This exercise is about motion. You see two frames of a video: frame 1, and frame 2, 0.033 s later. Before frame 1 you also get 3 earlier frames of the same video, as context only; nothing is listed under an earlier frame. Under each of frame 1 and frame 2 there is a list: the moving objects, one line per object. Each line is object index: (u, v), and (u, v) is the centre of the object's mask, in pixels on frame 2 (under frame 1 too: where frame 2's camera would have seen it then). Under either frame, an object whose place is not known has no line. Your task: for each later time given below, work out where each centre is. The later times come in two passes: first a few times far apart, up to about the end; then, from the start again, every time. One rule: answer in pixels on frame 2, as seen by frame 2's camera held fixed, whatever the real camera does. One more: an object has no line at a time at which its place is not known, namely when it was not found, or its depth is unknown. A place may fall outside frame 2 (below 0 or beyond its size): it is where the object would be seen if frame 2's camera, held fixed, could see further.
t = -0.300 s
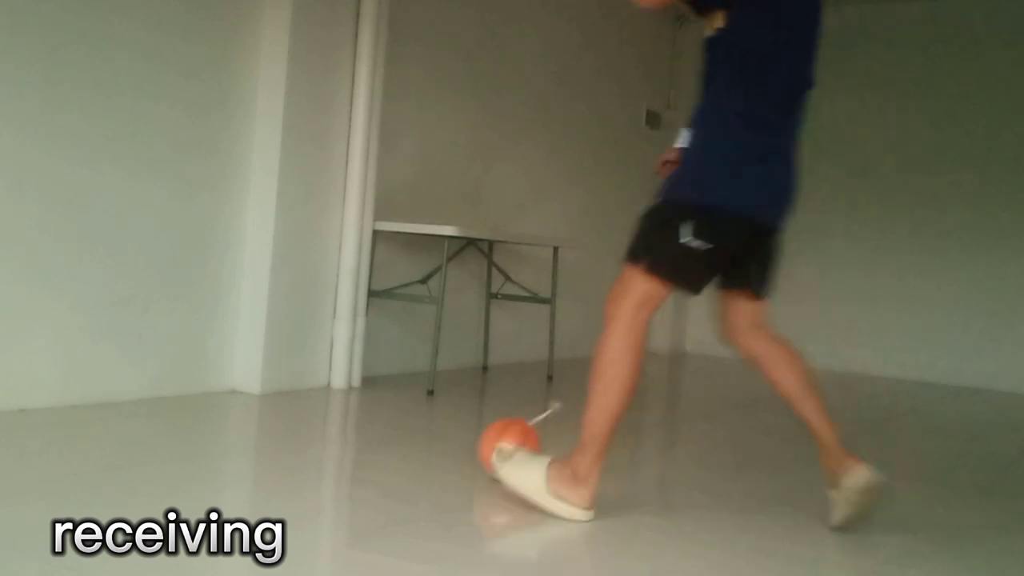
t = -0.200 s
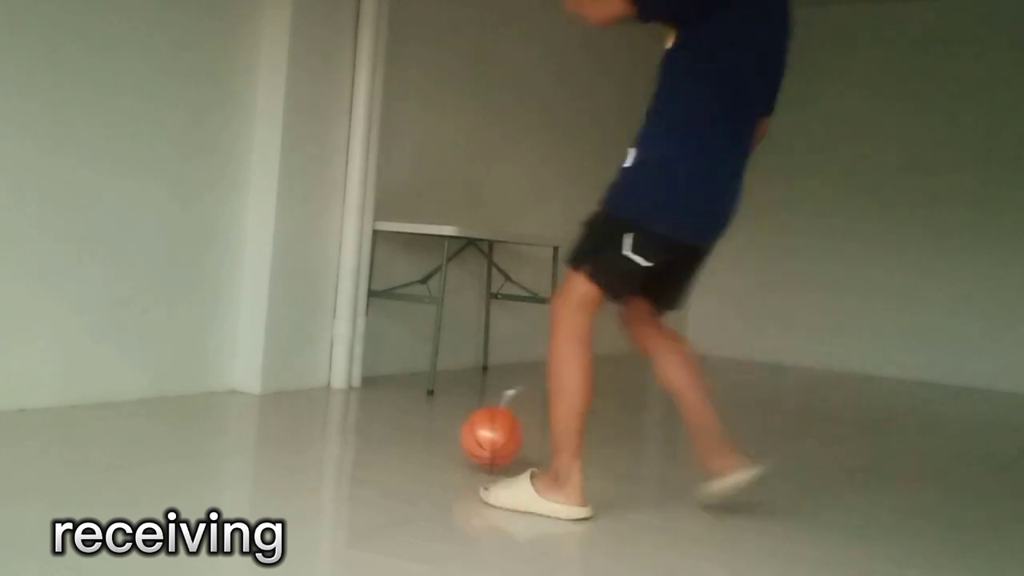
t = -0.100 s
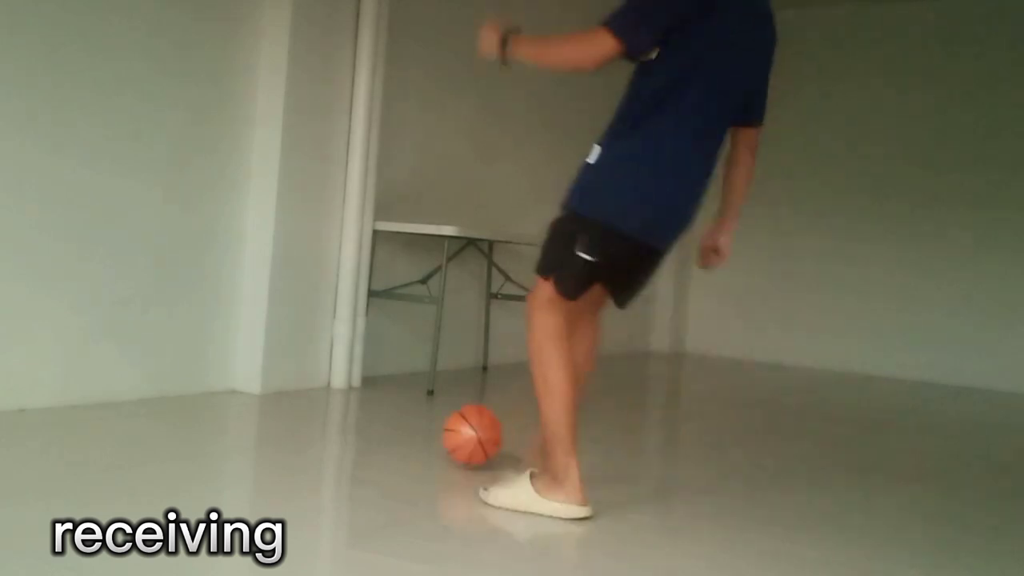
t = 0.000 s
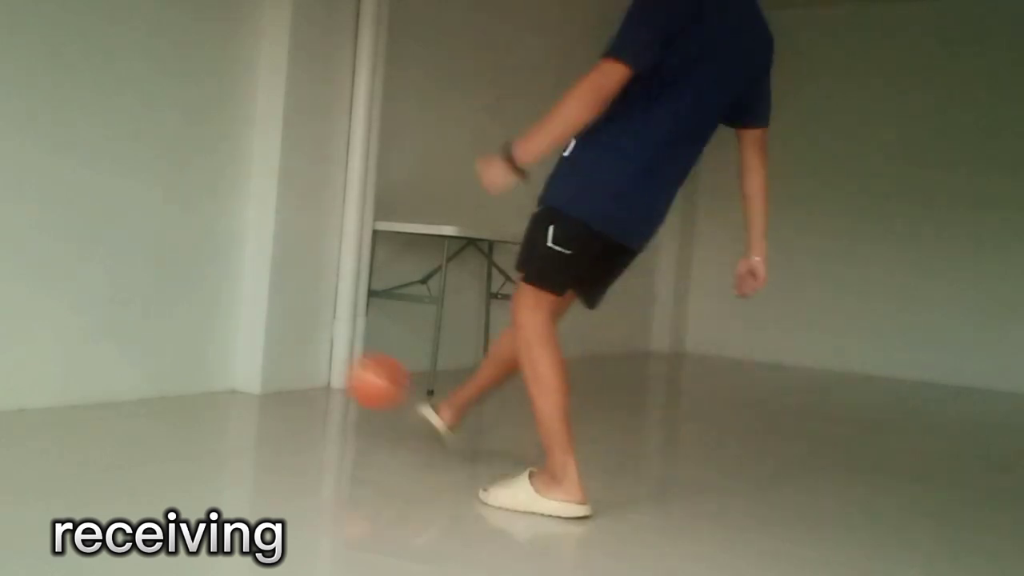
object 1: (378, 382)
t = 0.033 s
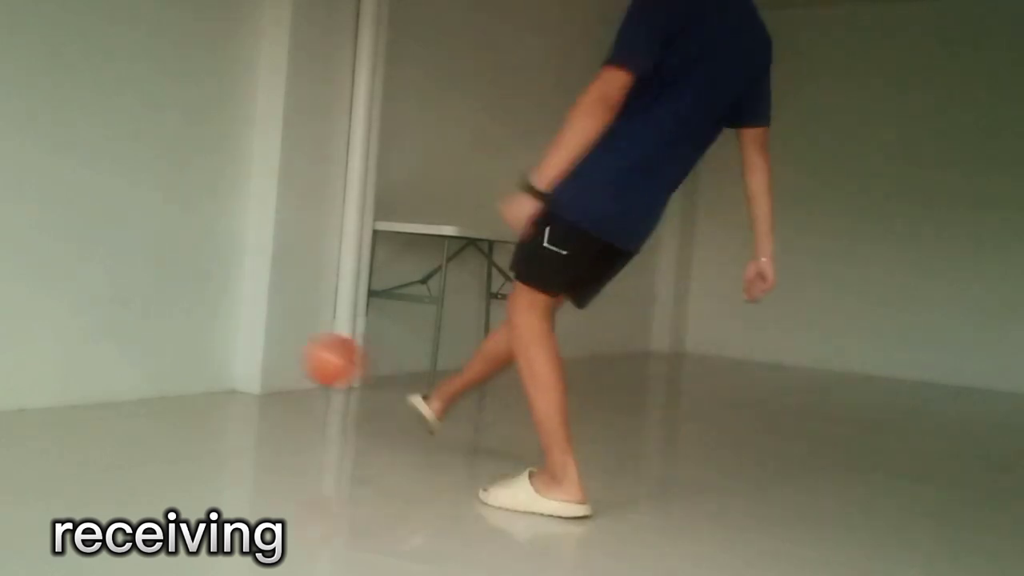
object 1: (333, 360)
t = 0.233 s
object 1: (126, 306)
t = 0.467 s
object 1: (308, 401)
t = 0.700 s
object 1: (440, 376)
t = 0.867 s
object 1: (518, 435)
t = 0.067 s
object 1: (292, 342)
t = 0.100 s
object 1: (254, 329)
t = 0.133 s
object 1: (216, 318)
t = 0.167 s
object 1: (181, 311)
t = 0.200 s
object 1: (147, 307)
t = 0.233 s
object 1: (126, 306)
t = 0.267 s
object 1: (150, 310)
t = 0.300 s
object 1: (176, 317)
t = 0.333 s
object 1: (200, 326)
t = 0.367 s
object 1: (227, 340)
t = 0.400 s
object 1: (254, 357)
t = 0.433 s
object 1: (281, 376)
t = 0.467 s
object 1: (308, 401)
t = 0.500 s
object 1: (336, 427)
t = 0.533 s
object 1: (356, 416)
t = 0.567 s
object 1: (373, 400)
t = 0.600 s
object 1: (390, 388)
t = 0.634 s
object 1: (406, 380)
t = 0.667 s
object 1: (423, 377)
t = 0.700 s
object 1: (440, 376)
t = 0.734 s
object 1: (455, 380)
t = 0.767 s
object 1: (472, 389)
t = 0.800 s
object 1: (487, 400)
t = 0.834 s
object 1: (502, 416)
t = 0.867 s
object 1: (518, 435)
